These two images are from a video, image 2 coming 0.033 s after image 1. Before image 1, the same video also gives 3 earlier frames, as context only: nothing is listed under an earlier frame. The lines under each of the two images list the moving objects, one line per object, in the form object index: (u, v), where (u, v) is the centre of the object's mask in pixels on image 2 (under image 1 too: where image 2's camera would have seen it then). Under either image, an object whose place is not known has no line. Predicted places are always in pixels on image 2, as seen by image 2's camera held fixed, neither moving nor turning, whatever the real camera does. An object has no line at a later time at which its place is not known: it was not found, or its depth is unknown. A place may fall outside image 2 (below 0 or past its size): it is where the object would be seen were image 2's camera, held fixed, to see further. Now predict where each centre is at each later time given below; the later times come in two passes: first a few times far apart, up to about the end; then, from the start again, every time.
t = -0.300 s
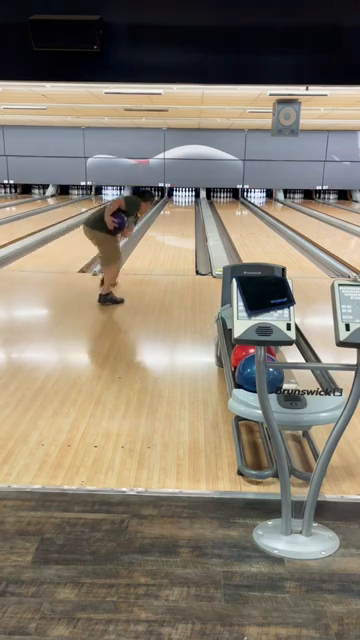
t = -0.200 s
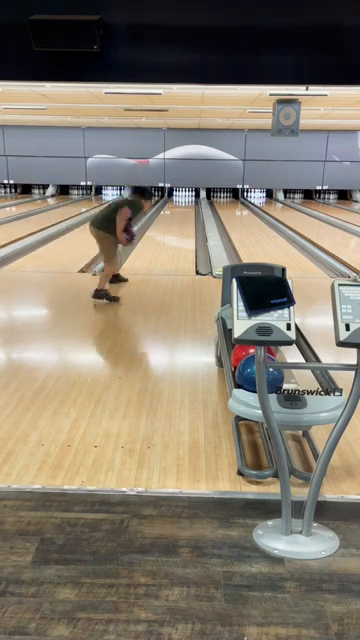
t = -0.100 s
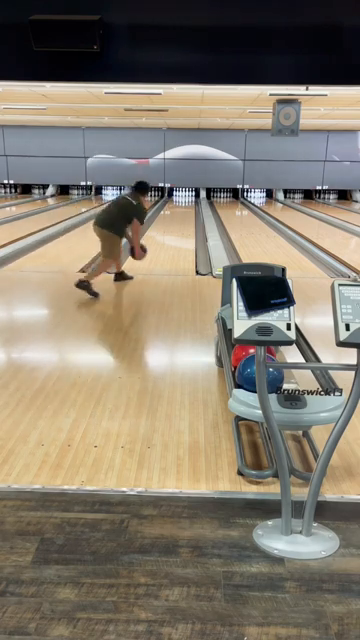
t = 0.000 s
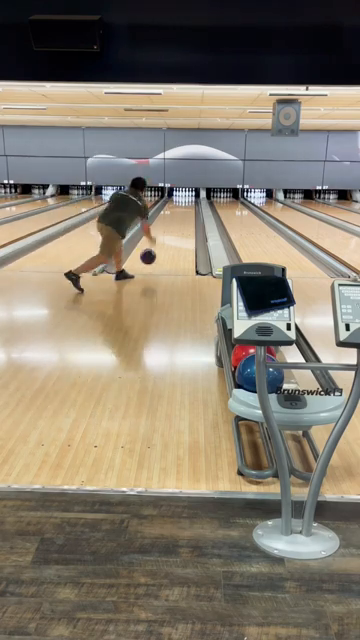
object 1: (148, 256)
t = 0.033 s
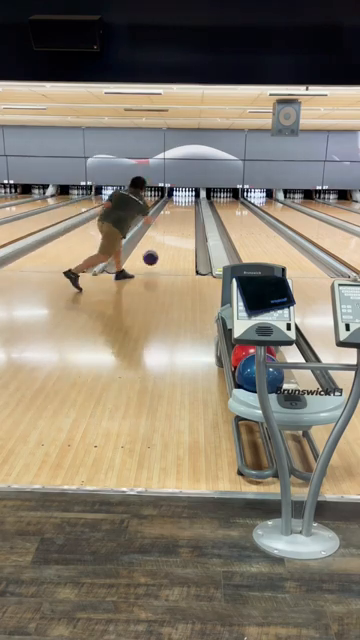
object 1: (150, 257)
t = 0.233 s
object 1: (162, 249)
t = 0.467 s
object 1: (171, 236)
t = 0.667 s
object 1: (176, 228)
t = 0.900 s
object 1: (181, 221)
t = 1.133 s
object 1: (185, 215)
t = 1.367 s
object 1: (187, 210)
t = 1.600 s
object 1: (189, 206)
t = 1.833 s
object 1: (190, 204)
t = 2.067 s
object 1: (191, 201)
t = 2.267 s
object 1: (190, 199)
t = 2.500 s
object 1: (188, 197)
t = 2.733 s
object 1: (186, 195)
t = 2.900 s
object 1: (186, 194)
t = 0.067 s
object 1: (152, 259)
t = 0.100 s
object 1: (155, 258)
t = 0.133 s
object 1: (156, 255)
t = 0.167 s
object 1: (158, 253)
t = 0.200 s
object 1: (160, 251)
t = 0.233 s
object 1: (162, 249)
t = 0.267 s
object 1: (163, 247)
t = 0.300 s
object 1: (165, 244)
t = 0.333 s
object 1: (166, 242)
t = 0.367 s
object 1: (167, 241)
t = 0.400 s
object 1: (168, 239)
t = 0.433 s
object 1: (170, 237)
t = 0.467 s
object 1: (171, 236)
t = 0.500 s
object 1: (172, 234)
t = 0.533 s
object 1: (173, 233)
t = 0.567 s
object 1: (174, 231)
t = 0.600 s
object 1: (175, 230)
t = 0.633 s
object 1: (176, 229)
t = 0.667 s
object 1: (176, 228)
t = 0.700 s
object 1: (177, 227)
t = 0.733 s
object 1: (178, 226)
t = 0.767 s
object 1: (179, 225)
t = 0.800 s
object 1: (179, 224)
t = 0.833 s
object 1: (180, 222)
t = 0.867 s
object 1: (181, 221)
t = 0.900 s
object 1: (181, 221)
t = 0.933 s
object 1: (182, 220)
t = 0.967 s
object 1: (182, 219)
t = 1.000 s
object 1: (183, 218)
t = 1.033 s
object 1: (183, 217)
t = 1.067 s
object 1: (184, 217)
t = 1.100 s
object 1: (184, 216)
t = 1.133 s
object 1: (185, 215)
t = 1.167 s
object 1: (185, 214)
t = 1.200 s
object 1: (186, 214)
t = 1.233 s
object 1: (186, 213)
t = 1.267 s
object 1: (187, 212)
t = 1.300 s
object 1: (187, 212)
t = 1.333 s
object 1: (187, 211)
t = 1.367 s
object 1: (187, 210)
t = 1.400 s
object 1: (188, 209)
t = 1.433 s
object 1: (188, 209)
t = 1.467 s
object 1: (188, 208)
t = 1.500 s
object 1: (189, 208)
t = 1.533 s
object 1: (189, 207)
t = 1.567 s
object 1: (189, 207)
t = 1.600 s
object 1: (189, 206)
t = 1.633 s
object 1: (190, 206)
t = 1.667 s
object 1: (190, 205)
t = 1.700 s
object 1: (190, 205)
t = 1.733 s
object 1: (190, 205)
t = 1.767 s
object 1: (190, 204)
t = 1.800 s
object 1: (190, 204)
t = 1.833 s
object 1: (190, 204)
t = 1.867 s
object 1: (190, 203)
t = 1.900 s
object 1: (190, 202)
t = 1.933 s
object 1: (191, 202)
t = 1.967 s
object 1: (191, 202)
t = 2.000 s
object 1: (190, 202)
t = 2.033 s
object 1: (190, 201)
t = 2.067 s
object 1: (191, 201)
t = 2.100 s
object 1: (190, 200)
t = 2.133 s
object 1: (190, 200)
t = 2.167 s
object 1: (190, 200)
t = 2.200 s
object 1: (190, 200)
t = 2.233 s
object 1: (190, 199)
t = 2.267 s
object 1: (190, 199)
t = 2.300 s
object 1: (190, 199)
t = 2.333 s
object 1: (190, 198)
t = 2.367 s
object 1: (190, 198)
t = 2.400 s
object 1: (189, 198)
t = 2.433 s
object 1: (189, 197)
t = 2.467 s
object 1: (189, 197)
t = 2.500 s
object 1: (188, 197)
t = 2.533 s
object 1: (188, 196)
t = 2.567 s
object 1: (187, 197)
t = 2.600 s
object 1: (187, 196)
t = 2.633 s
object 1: (187, 196)
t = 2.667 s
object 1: (187, 196)
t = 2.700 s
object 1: (186, 195)
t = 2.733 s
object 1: (186, 195)
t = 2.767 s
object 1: (186, 195)
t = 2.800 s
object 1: (186, 195)
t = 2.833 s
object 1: (186, 195)
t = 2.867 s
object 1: (186, 194)
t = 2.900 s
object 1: (186, 194)
